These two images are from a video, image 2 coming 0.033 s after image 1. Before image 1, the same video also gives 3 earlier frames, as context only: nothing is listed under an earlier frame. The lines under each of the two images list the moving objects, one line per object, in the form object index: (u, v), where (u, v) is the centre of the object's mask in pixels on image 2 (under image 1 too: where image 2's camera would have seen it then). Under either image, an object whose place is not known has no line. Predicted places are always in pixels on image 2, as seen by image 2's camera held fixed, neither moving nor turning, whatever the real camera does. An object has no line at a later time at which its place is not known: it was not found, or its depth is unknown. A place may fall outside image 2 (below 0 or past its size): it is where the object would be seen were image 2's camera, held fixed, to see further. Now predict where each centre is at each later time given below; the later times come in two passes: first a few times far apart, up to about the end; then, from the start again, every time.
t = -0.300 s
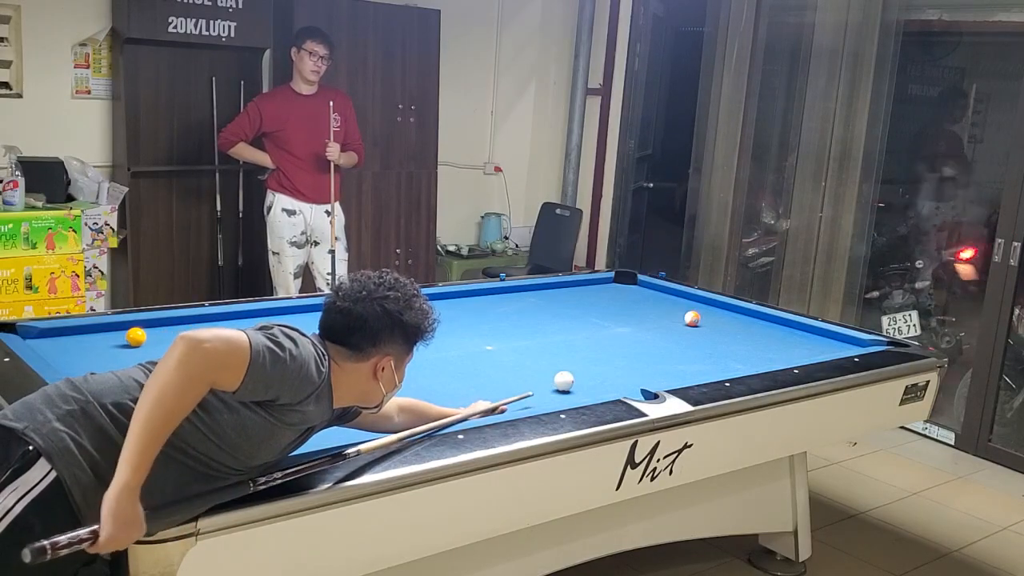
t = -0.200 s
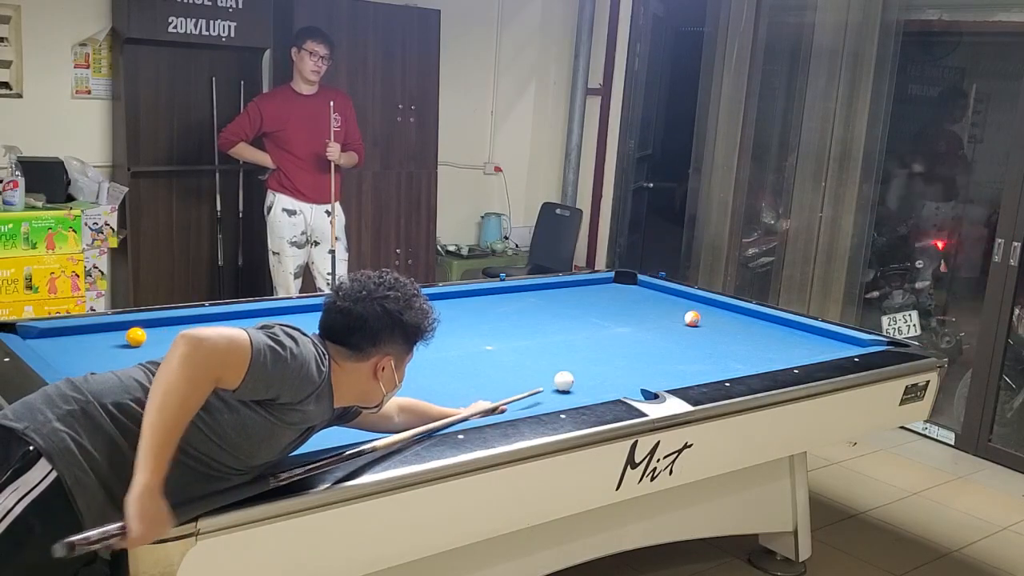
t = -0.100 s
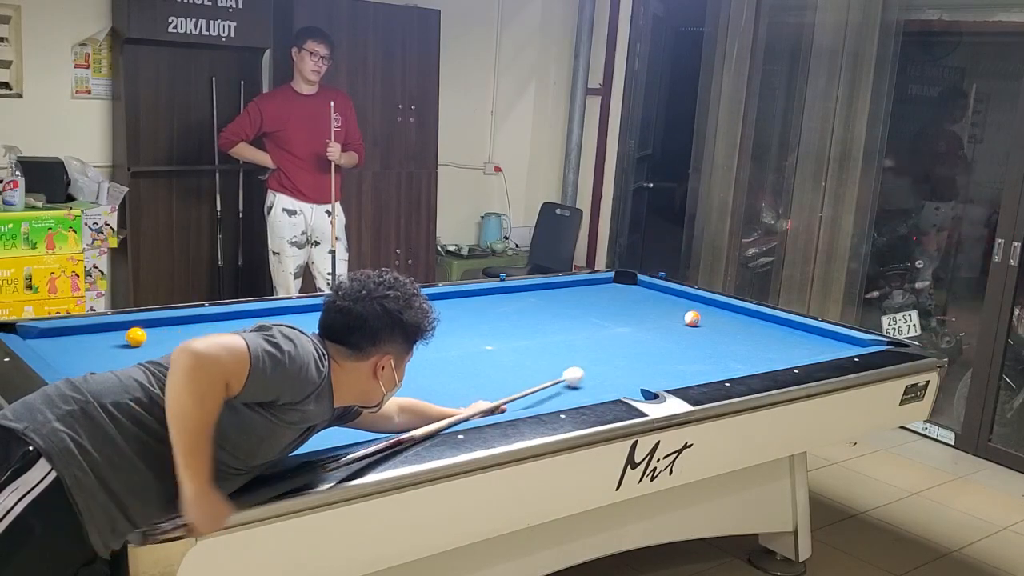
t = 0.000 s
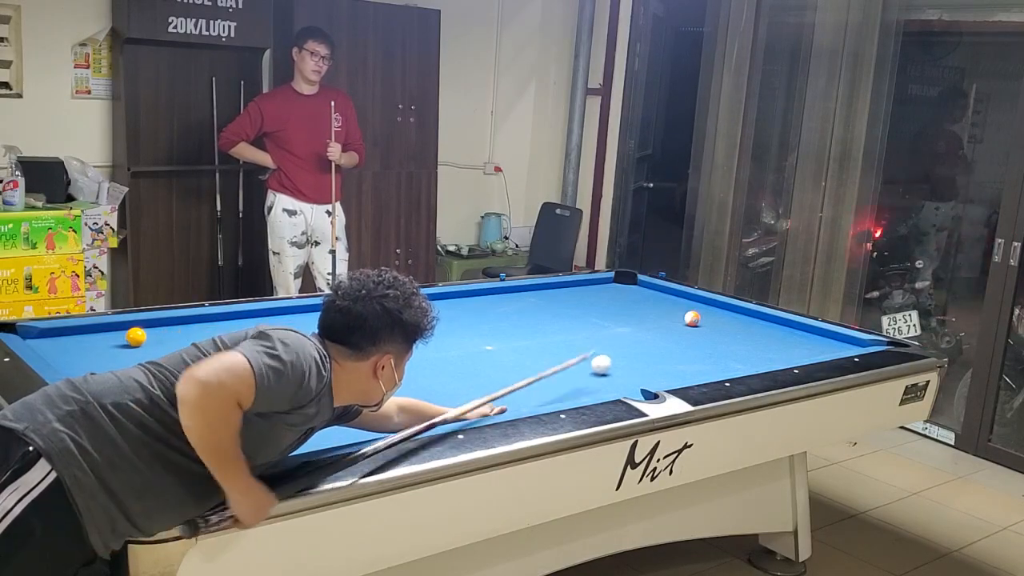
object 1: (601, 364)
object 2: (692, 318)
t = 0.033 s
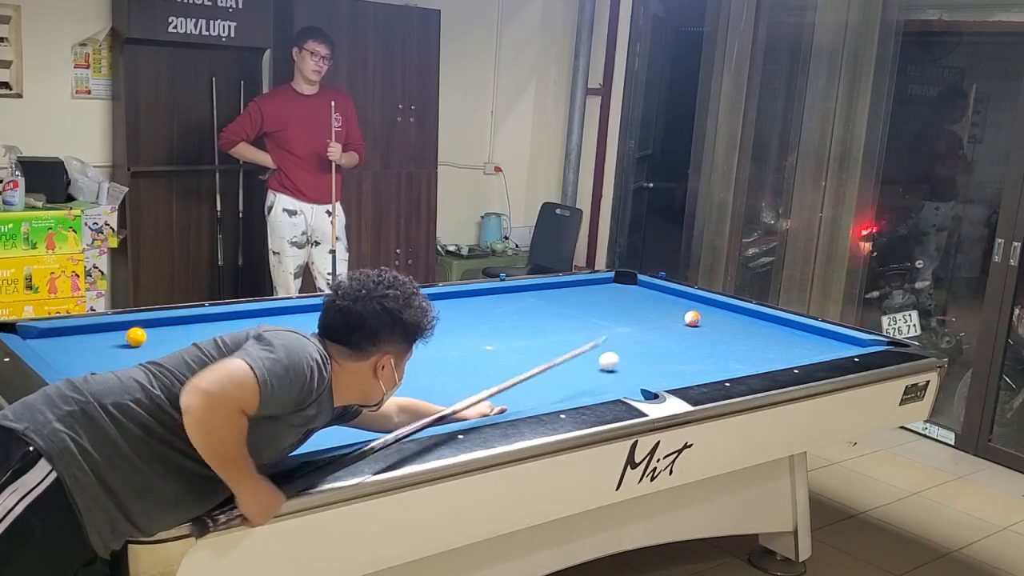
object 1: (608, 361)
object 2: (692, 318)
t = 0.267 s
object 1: (654, 341)
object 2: (692, 318)
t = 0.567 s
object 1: (706, 322)
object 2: (689, 316)
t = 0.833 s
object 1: (763, 319)
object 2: (673, 305)
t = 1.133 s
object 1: (754, 323)
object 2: (658, 294)
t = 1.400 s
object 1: (732, 328)
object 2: (646, 285)
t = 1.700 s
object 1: (708, 334)
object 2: (625, 280)
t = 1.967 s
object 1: (687, 339)
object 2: (619, 280)
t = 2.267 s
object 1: (663, 345)
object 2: (622, 283)
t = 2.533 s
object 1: (641, 350)
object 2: (625, 285)
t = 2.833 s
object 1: (617, 356)
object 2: (628, 287)
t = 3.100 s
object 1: (597, 360)
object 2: (630, 288)
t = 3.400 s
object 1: (574, 365)
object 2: (631, 289)
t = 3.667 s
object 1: (555, 370)
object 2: (633, 290)
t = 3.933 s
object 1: (536, 374)
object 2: (634, 290)
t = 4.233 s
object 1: (516, 379)
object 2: (634, 290)
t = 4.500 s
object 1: (498, 383)
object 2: (634, 290)
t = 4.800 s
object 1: (480, 386)
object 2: (634, 290)
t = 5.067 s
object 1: (465, 390)
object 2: (634, 290)
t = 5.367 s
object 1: (450, 393)
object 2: (634, 290)
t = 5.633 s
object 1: (438, 396)
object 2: (634, 290)
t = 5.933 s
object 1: (427, 398)
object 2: (634, 290)
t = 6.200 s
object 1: (420, 399)
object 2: (634, 290)
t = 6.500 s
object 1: (413, 400)
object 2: (634, 290)
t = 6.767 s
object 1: (409, 401)
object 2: (634, 290)
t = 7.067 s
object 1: (407, 401)
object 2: (634, 290)
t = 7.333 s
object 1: (407, 401)
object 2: (634, 290)
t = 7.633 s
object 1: (408, 401)
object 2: (634, 290)
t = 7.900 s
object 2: (634, 290)
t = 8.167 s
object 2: (634, 290)
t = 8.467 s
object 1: (406, 401)
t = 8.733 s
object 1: (406, 401)
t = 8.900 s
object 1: (406, 401)
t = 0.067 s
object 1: (615, 358)
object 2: (692, 318)
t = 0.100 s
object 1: (622, 355)
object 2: (692, 318)
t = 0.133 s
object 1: (629, 352)
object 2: (692, 318)
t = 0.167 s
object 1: (636, 349)
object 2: (692, 318)
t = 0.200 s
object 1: (642, 347)
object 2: (692, 318)
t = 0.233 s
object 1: (649, 344)
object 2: (692, 318)
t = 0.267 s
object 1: (654, 341)
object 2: (692, 318)
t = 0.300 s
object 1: (660, 338)
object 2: (692, 318)
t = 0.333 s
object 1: (666, 336)
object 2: (692, 318)
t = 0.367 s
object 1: (672, 333)
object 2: (692, 318)
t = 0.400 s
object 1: (677, 331)
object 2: (692, 318)
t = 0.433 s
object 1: (682, 329)
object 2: (692, 317)
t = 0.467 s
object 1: (688, 327)
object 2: (692, 316)
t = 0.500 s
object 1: (693, 324)
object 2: (691, 314)
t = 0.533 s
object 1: (699, 322)
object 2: (689, 316)
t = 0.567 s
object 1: (706, 322)
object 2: (689, 316)
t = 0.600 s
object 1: (714, 322)
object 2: (686, 314)
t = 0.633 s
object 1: (721, 322)
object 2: (684, 312)
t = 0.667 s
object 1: (728, 321)
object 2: (682, 311)
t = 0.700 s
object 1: (736, 321)
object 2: (680, 310)
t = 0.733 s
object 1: (743, 320)
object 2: (678, 309)
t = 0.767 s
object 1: (749, 320)
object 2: (676, 307)
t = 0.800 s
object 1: (756, 319)
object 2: (674, 306)
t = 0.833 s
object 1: (763, 319)
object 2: (673, 305)
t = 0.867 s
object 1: (770, 319)
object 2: (671, 303)
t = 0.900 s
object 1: (772, 319)
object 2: (669, 302)
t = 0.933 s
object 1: (770, 319)
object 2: (667, 301)
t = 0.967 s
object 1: (767, 320)
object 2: (666, 299)
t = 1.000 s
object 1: (764, 321)
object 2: (664, 298)
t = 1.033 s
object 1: (762, 321)
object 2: (663, 297)
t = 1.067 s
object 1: (759, 322)
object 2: (661, 296)
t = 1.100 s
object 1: (756, 323)
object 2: (659, 295)
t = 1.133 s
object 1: (754, 323)
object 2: (658, 294)
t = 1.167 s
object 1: (751, 324)
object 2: (656, 292)
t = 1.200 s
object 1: (748, 325)
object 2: (654, 291)
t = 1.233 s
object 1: (746, 325)
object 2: (653, 290)
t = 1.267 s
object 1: (743, 326)
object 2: (651, 289)
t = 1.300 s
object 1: (741, 327)
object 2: (650, 288)
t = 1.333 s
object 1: (738, 327)
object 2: (649, 287)
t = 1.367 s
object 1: (735, 328)
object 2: (647, 286)
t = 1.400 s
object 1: (732, 328)
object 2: (646, 285)
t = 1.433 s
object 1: (730, 329)
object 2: (644, 284)
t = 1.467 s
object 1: (727, 330)
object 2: (643, 283)
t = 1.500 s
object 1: (725, 330)
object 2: (640, 282)
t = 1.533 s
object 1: (721, 331)
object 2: (638, 282)
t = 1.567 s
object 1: (719, 332)
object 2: (635, 281)
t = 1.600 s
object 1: (716, 332)
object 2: (632, 281)
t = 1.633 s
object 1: (713, 333)
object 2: (630, 281)
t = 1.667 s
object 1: (711, 334)
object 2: (627, 280)
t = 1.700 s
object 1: (708, 334)
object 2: (625, 280)
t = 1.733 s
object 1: (705, 335)
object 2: (622, 279)
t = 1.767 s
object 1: (703, 336)
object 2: (619, 279)
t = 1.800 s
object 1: (700, 336)
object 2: (618, 279)
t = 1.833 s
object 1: (698, 337)
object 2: (618, 279)
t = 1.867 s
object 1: (695, 338)
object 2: (618, 280)
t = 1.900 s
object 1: (692, 338)
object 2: (618, 280)
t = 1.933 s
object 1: (690, 339)
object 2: (619, 280)
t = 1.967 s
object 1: (687, 339)
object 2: (619, 280)
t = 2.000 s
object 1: (684, 340)
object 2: (619, 281)
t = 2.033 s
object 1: (682, 341)
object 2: (620, 281)
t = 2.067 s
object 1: (679, 341)
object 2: (620, 281)
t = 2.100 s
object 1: (676, 342)
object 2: (620, 282)
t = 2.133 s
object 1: (673, 343)
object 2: (620, 281)
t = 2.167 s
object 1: (671, 343)
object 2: (621, 282)
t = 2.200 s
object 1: (668, 344)
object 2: (621, 282)
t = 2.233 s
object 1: (665, 345)
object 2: (622, 283)
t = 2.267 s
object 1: (663, 345)
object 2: (622, 283)
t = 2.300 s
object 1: (660, 346)
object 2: (623, 283)
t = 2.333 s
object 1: (657, 346)
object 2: (623, 283)
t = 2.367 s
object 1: (654, 347)
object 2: (623, 283)
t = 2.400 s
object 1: (652, 348)
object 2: (624, 284)
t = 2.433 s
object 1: (649, 348)
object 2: (624, 284)
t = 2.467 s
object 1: (646, 349)
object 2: (624, 284)
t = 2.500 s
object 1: (643, 349)
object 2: (624, 285)
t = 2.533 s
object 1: (641, 350)
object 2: (625, 285)
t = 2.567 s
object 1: (639, 351)
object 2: (625, 285)
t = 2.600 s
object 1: (636, 351)
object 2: (626, 285)
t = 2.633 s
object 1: (633, 352)
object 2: (626, 285)
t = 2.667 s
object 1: (630, 353)
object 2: (626, 286)
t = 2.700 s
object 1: (628, 353)
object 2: (626, 286)
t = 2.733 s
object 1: (625, 354)
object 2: (627, 286)
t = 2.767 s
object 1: (623, 354)
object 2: (627, 286)
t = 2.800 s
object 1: (620, 355)
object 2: (627, 286)
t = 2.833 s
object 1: (617, 356)
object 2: (628, 287)
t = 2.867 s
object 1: (615, 356)
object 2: (628, 287)
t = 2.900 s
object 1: (612, 357)
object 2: (628, 287)
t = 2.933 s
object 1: (609, 357)
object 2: (629, 287)
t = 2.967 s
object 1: (607, 358)
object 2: (629, 287)
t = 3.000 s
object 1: (604, 358)
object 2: (629, 287)
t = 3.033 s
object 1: (602, 359)
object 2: (629, 287)
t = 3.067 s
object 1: (599, 360)
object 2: (630, 288)
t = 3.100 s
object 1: (597, 360)
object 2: (630, 288)
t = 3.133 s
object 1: (594, 361)
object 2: (630, 288)
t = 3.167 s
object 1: (591, 361)
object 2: (630, 288)
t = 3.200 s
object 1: (589, 362)
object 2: (630, 288)
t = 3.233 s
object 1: (586, 363)
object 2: (630, 289)
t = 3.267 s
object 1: (584, 363)
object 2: (631, 289)
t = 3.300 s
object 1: (582, 364)
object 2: (631, 289)
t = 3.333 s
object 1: (579, 364)
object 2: (631, 289)
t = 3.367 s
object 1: (577, 365)
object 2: (631, 289)
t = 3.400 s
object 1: (574, 365)
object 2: (631, 289)
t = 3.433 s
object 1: (571, 366)
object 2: (632, 289)
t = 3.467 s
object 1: (569, 367)
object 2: (632, 289)
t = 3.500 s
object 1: (567, 367)
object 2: (632, 290)
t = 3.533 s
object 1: (564, 368)
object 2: (632, 290)
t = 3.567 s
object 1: (562, 369)
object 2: (632, 290)
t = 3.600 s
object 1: (559, 369)
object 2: (632, 290)
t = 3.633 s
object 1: (557, 369)
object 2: (633, 290)
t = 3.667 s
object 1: (555, 370)
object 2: (633, 290)
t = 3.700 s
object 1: (552, 371)
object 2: (633, 290)
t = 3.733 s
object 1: (550, 371)
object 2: (633, 290)
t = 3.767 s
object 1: (547, 372)
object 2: (633, 290)
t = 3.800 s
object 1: (545, 372)
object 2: (633, 290)
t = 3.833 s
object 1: (543, 373)
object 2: (633, 290)
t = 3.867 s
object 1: (540, 374)
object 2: (633, 290)
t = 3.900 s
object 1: (538, 374)
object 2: (634, 290)
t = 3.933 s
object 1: (536, 374)
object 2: (634, 290)
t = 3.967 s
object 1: (534, 375)
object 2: (634, 290)
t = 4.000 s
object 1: (531, 375)
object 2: (634, 290)
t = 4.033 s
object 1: (529, 376)
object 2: (634, 290)
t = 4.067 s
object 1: (527, 377)
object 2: (634, 290)
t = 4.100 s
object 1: (525, 377)
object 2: (634, 290)
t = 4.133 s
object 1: (522, 378)
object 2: (634, 290)
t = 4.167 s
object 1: (520, 378)
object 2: (634, 290)
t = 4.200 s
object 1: (518, 379)
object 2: (634, 290)
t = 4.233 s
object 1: (516, 379)
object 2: (634, 290)
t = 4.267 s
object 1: (513, 380)
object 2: (634, 290)
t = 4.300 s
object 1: (511, 380)
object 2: (634, 290)
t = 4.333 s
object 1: (509, 381)
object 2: (634, 290)
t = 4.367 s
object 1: (507, 381)
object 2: (634, 290)
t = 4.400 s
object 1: (505, 382)
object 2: (634, 290)
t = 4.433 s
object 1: (502, 382)
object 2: (634, 290)
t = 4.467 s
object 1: (500, 382)
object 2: (634, 290)
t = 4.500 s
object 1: (498, 383)
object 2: (634, 290)
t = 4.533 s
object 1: (496, 383)
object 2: (634, 290)
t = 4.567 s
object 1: (494, 384)
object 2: (634, 290)
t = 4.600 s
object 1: (492, 384)
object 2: (634, 290)
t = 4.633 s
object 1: (490, 384)
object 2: (634, 290)
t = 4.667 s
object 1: (488, 385)
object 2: (634, 290)
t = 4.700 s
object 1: (486, 385)
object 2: (634, 290)
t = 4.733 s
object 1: (484, 386)
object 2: (634, 290)
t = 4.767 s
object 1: (482, 386)
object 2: (634, 290)
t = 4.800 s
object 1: (480, 386)
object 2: (634, 290)
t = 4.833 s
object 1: (478, 387)
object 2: (634, 290)
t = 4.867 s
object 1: (476, 387)
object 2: (634, 290)
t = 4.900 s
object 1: (474, 388)
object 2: (634, 290)
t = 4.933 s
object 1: (472, 388)
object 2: (634, 290)
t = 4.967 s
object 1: (470, 389)
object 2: (634, 290)
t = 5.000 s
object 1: (469, 389)
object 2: (634, 290)
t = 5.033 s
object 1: (467, 389)
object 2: (634, 290)
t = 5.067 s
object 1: (465, 390)
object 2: (634, 290)
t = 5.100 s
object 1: (463, 390)
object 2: (634, 290)
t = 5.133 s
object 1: (462, 391)
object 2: (634, 290)
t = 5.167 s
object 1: (460, 391)
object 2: (634, 290)
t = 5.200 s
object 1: (458, 391)
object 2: (634, 290)
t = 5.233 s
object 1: (456, 392)
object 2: (634, 290)
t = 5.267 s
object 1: (455, 392)
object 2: (634, 290)
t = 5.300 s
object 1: (453, 392)
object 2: (634, 290)
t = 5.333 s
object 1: (452, 393)
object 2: (634, 290)
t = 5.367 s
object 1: (450, 393)
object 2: (634, 290)
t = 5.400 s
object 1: (448, 393)
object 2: (634, 290)
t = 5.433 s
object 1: (447, 394)
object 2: (634, 290)
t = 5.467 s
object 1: (445, 394)
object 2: (634, 290)
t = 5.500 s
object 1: (444, 394)
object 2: (634, 290)
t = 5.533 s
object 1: (442, 395)
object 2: (634, 290)
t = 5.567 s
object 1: (441, 395)
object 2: (634, 290)
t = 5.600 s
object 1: (440, 395)
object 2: (634, 290)
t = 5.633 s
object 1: (438, 396)
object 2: (634, 290)
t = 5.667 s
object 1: (437, 396)
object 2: (634, 290)
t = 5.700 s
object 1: (436, 396)
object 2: (634, 290)
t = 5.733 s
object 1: (434, 396)
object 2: (634, 290)
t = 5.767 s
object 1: (433, 397)
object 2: (634, 290)
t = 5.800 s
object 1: (432, 397)
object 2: (634, 290)
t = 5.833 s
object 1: (431, 397)
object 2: (634, 290)
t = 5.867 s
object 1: (429, 398)
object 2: (634, 290)
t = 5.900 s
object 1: (428, 398)
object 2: (634, 290)
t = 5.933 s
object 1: (427, 398)
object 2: (634, 290)
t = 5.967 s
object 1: (426, 398)
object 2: (634, 290)
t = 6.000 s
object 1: (425, 398)
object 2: (634, 290)
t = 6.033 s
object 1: (424, 398)
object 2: (634, 290)
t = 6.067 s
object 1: (423, 399)
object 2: (634, 290)
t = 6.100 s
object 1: (422, 399)
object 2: (634, 290)
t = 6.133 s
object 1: (421, 399)
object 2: (634, 290)
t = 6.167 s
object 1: (420, 399)
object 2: (634, 290)
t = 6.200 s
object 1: (420, 399)
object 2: (634, 290)
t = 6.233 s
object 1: (419, 400)
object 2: (634, 290)
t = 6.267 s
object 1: (417, 400)
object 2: (634, 290)
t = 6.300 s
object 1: (417, 400)
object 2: (634, 290)
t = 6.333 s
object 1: (416, 400)
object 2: (634, 290)
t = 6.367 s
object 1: (416, 400)
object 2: (634, 290)
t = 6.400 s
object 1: (415, 400)
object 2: (634, 290)
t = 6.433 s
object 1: (414, 400)
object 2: (634, 290)
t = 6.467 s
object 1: (413, 400)
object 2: (634, 290)
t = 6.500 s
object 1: (413, 400)
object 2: (634, 290)
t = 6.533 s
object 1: (412, 400)
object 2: (634, 290)
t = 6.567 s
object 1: (412, 401)
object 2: (634, 290)
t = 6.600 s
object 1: (411, 400)
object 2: (634, 290)
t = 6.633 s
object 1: (411, 401)
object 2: (634, 290)
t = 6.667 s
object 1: (410, 401)
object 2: (634, 290)
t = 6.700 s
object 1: (410, 401)
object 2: (634, 290)
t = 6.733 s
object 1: (409, 401)
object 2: (634, 290)
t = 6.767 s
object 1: (409, 401)
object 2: (634, 290)
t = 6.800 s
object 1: (408, 401)
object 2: (634, 290)
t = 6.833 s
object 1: (408, 401)
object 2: (634, 290)
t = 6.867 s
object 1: (408, 401)
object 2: (634, 290)
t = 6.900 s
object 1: (408, 401)
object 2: (634, 290)
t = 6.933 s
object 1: (407, 401)
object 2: (634, 290)
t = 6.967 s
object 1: (407, 401)
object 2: (634, 290)
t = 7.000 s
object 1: (407, 401)
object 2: (634, 290)
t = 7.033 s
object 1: (407, 401)
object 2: (634, 290)
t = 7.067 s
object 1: (407, 401)
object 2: (634, 290)
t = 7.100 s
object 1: (407, 401)
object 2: (634, 290)
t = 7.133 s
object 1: (407, 401)
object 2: (634, 290)
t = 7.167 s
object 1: (407, 401)
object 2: (634, 290)
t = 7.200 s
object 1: (407, 400)
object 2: (634, 290)
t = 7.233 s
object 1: (407, 401)
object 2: (634, 290)
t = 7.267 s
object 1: (407, 401)
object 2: (634, 290)
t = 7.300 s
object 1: (407, 401)
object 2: (634, 290)
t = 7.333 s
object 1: (407, 401)
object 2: (634, 290)
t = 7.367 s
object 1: (407, 401)
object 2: (634, 290)
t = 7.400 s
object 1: (407, 401)
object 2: (634, 290)
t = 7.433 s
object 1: (407, 401)
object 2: (634, 290)
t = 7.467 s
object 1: (407, 401)
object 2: (634, 290)
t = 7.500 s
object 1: (407, 401)
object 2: (634, 290)
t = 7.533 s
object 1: (407, 401)
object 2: (634, 290)
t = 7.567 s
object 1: (407, 401)
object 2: (634, 290)
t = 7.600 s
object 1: (407, 400)
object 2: (634, 290)
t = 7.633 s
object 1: (408, 401)
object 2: (634, 290)
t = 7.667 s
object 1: (407, 401)
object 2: (634, 290)
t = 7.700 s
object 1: (407, 401)
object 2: (634, 290)
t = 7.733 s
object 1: (407, 401)
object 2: (634, 290)
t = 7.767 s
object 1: (407, 401)
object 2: (634, 290)
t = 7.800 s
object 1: (407, 401)
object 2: (634, 290)
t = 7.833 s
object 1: (409, 400)
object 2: (634, 290)
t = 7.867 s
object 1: (413, 399)
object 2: (634, 290)
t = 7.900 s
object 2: (634, 290)
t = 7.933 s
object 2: (634, 290)
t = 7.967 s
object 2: (634, 290)
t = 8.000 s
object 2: (634, 290)
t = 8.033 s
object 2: (634, 290)
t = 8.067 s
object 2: (634, 290)
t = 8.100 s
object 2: (634, 290)
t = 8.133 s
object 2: (634, 290)
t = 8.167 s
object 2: (634, 290)
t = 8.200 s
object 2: (634, 290)
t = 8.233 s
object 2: (634, 290)
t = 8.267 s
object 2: (634, 290)
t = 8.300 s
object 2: (634, 290)
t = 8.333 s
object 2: (634, 290)
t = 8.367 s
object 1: (403, 399)
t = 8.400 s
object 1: (406, 401)
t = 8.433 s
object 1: (406, 401)
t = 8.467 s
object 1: (406, 401)
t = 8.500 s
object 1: (406, 401)
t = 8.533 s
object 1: (406, 401)
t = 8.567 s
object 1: (406, 401)
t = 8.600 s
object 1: (406, 401)
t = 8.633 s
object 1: (406, 401)
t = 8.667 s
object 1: (406, 401)
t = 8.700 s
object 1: (406, 401)
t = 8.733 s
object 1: (406, 401)
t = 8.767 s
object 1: (406, 401)
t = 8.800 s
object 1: (406, 401)
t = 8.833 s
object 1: (406, 401)
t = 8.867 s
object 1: (406, 401)
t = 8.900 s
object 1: (406, 401)
